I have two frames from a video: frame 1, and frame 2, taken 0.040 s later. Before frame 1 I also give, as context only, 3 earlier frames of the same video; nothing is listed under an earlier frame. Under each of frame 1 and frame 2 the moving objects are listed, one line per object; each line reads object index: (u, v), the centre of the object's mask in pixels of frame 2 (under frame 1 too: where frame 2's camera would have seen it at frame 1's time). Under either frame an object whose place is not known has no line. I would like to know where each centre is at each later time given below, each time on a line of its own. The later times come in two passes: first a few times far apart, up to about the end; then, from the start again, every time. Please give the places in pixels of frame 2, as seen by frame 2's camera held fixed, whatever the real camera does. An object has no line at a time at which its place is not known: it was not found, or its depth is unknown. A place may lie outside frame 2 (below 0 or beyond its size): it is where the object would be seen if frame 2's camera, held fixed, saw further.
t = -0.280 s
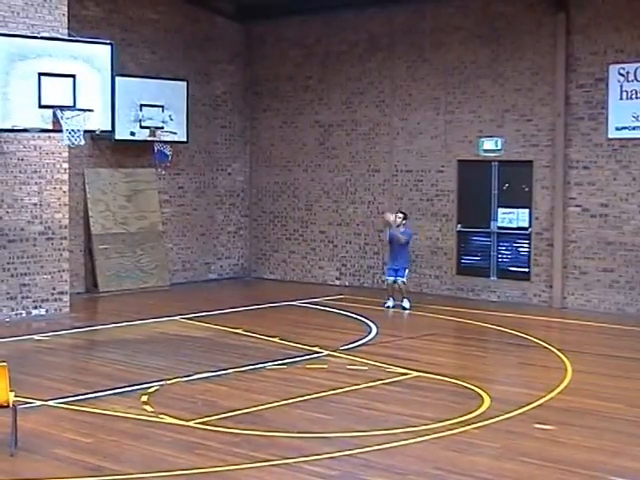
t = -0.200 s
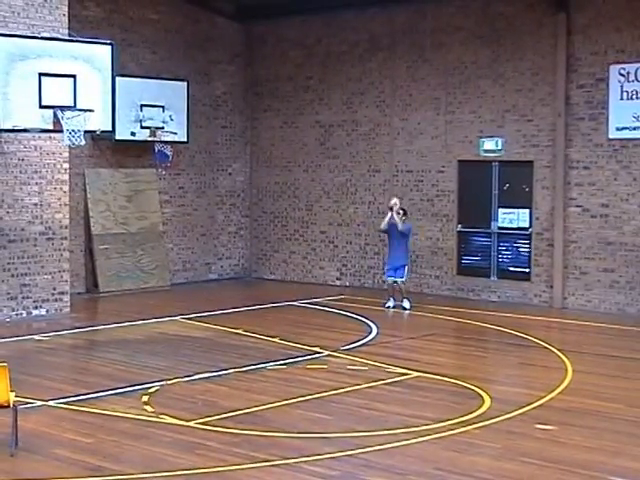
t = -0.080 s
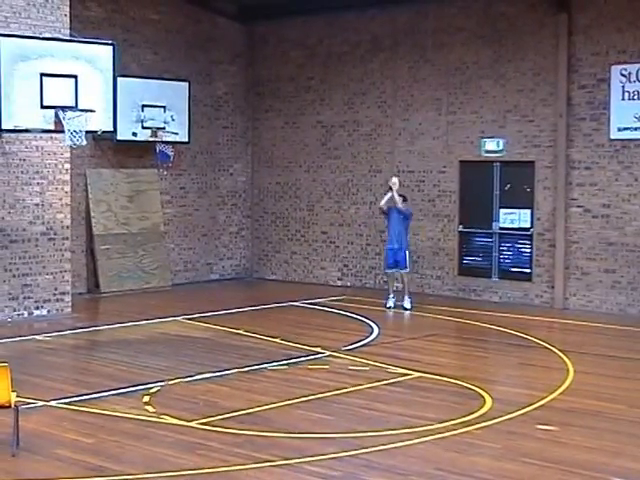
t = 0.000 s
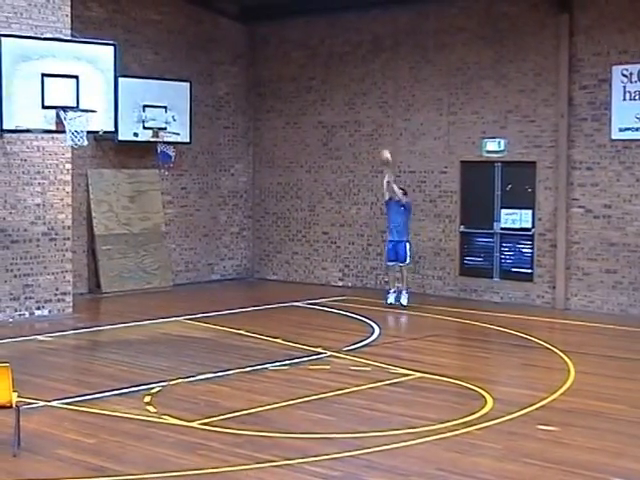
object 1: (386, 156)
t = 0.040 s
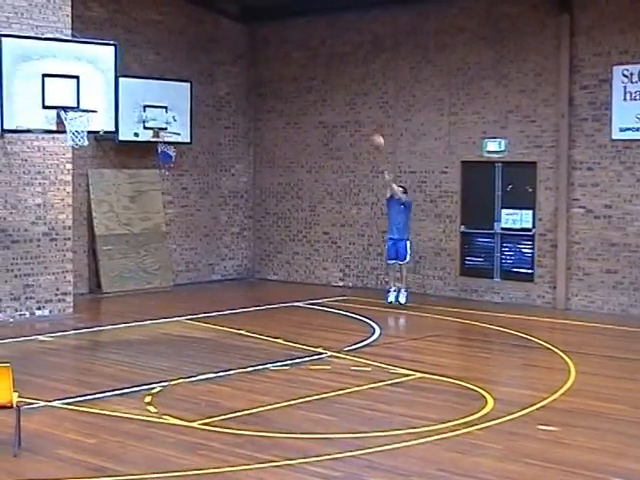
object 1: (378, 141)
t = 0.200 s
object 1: (341, 89)
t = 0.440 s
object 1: (281, 38)
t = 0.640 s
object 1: (227, 21)
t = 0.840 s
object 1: (171, 33)
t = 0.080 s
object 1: (368, 127)
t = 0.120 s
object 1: (359, 114)
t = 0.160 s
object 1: (350, 100)
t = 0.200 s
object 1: (341, 89)
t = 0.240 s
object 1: (332, 78)
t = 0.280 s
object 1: (322, 69)
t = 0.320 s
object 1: (312, 59)
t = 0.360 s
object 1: (302, 53)
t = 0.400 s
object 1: (292, 44)
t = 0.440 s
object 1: (281, 38)
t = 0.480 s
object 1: (270, 33)
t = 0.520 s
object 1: (260, 29)
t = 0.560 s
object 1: (249, 25)
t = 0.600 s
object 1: (239, 23)
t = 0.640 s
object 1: (227, 21)
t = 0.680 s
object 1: (216, 21)
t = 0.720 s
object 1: (206, 22)
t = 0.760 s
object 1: (195, 24)
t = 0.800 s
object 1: (183, 28)
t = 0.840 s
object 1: (171, 33)
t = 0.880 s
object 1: (160, 38)
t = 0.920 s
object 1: (148, 45)
